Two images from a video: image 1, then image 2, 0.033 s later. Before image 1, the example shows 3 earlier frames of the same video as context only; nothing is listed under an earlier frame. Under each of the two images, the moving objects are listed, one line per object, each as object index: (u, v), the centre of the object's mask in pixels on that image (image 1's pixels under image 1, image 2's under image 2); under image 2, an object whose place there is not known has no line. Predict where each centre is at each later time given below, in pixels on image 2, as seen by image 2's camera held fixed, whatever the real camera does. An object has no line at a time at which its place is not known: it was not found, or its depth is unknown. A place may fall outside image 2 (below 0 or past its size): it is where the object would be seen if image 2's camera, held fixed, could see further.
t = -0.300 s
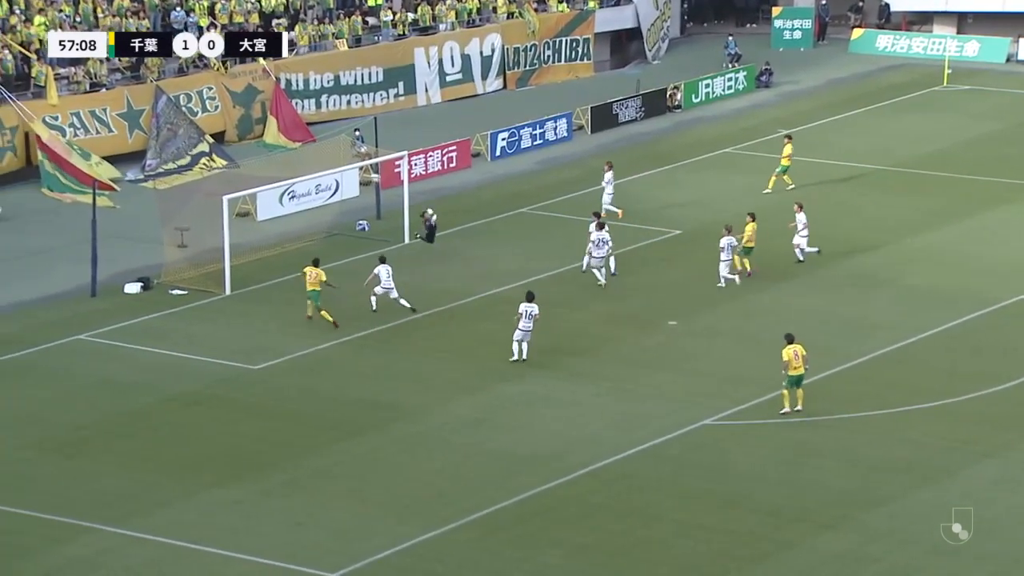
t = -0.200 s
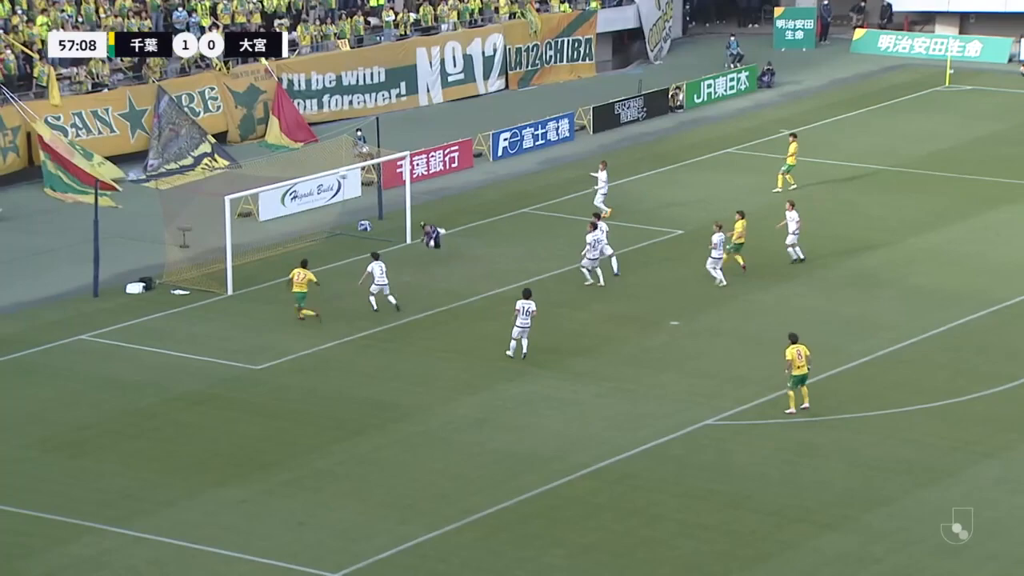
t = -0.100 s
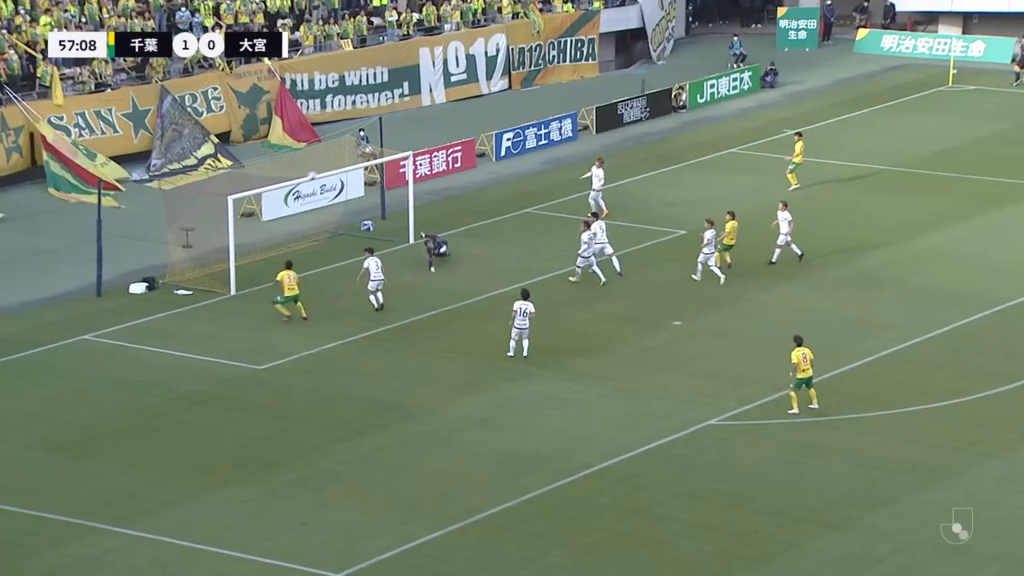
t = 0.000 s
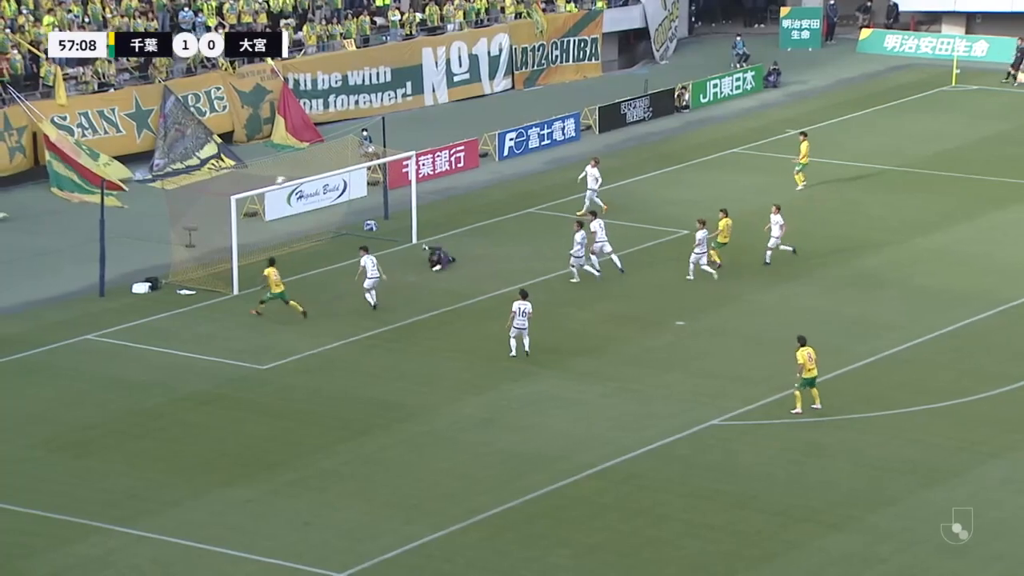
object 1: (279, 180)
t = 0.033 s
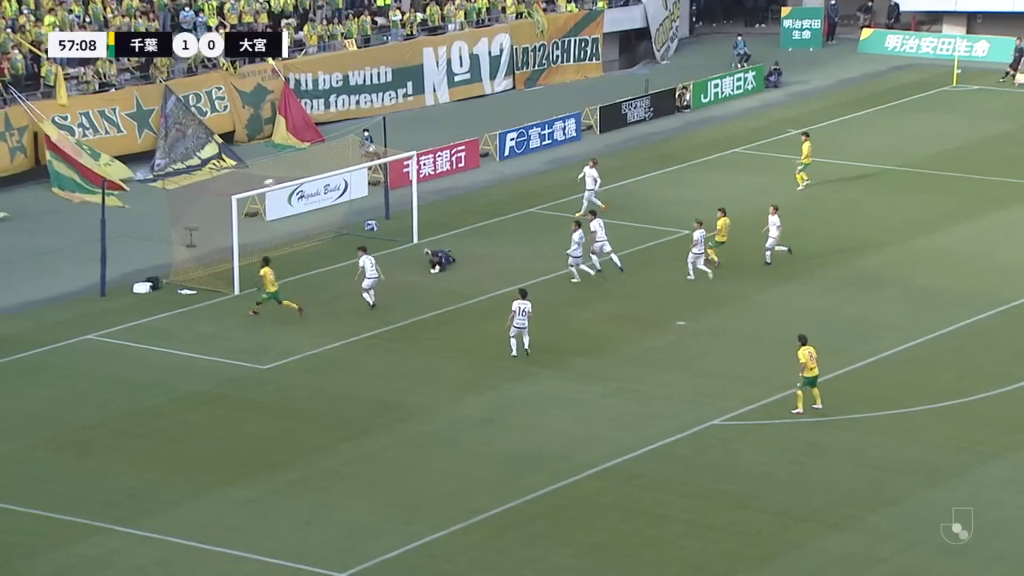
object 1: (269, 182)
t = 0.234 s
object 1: (200, 210)
